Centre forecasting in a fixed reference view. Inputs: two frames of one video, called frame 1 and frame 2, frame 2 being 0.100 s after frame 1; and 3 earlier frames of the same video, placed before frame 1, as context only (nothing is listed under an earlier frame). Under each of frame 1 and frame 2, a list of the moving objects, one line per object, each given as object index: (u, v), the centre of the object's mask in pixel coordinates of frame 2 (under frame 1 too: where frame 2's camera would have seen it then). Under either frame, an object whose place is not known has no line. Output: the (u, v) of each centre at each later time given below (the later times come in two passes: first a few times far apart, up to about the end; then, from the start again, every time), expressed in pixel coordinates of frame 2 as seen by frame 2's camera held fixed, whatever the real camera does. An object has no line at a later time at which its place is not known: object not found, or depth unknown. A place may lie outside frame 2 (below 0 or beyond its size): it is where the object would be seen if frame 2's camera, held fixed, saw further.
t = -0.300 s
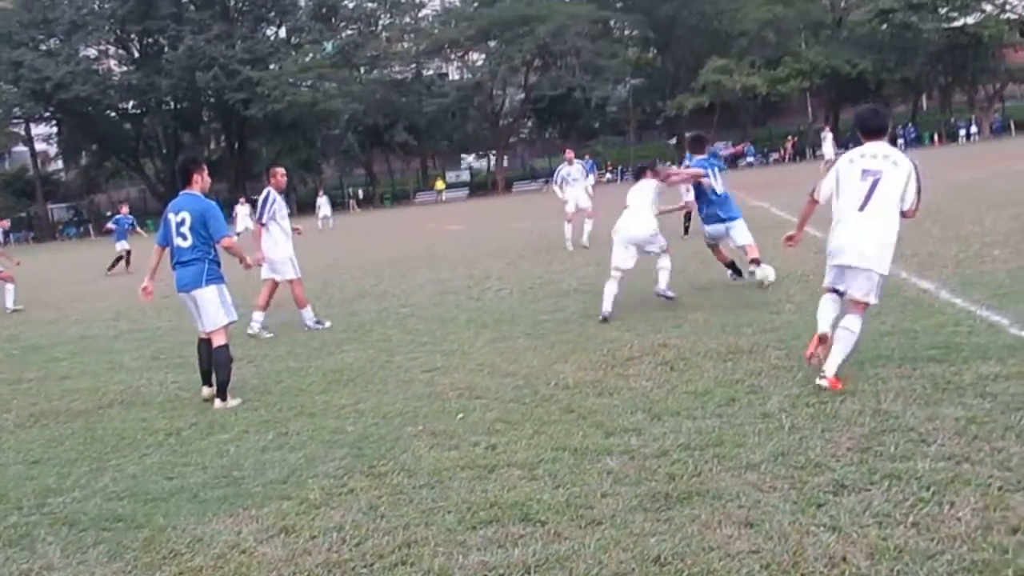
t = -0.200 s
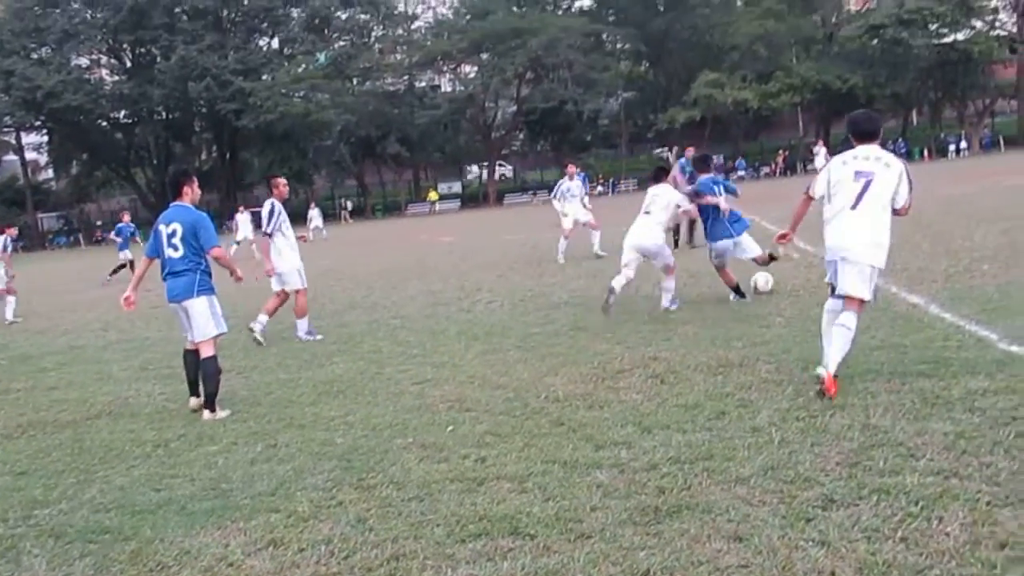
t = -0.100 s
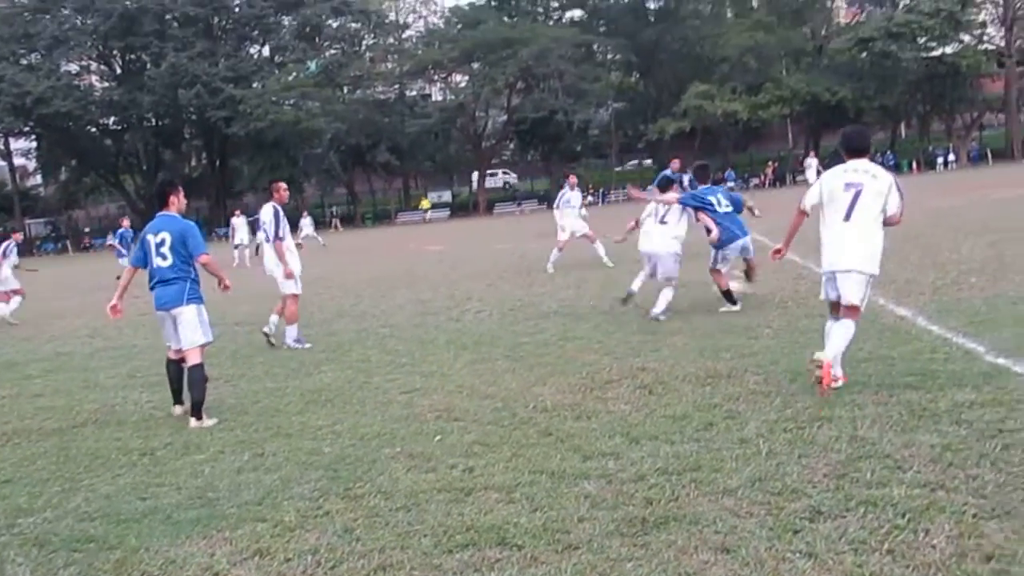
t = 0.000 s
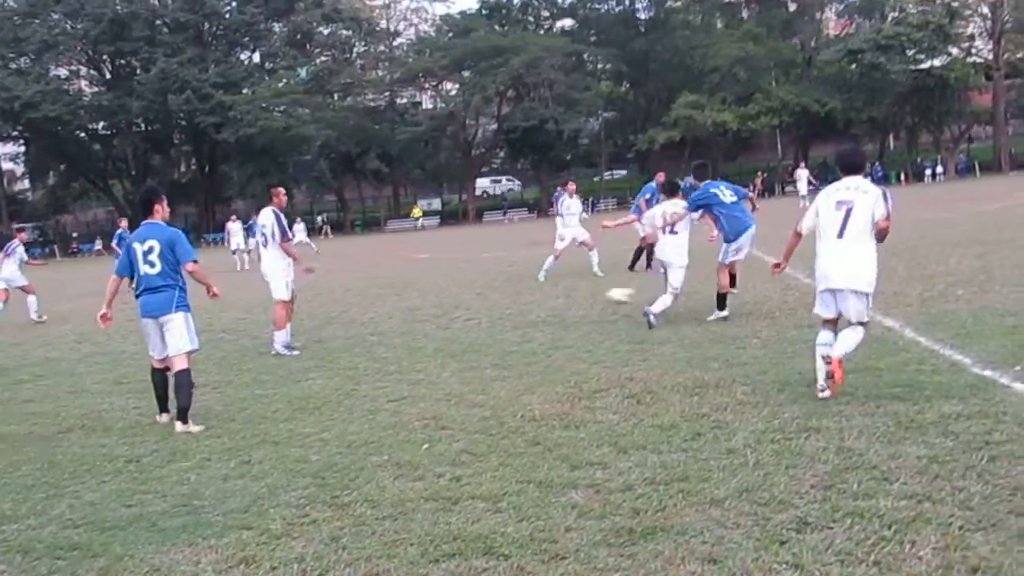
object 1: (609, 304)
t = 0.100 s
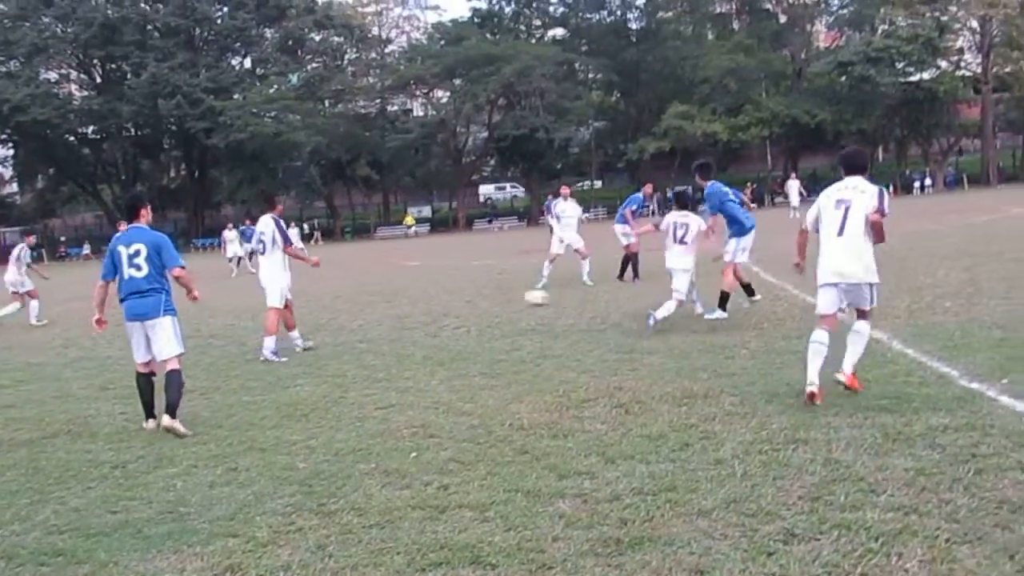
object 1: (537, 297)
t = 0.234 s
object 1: (461, 295)
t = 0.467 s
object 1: (372, 290)
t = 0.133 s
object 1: (516, 296)
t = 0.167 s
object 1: (495, 296)
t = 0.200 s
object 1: (476, 296)
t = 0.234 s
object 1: (461, 295)
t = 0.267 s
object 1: (445, 293)
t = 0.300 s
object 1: (431, 292)
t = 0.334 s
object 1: (417, 292)
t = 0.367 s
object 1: (405, 292)
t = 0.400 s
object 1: (393, 291)
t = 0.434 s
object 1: (382, 290)
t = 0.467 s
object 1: (372, 290)
